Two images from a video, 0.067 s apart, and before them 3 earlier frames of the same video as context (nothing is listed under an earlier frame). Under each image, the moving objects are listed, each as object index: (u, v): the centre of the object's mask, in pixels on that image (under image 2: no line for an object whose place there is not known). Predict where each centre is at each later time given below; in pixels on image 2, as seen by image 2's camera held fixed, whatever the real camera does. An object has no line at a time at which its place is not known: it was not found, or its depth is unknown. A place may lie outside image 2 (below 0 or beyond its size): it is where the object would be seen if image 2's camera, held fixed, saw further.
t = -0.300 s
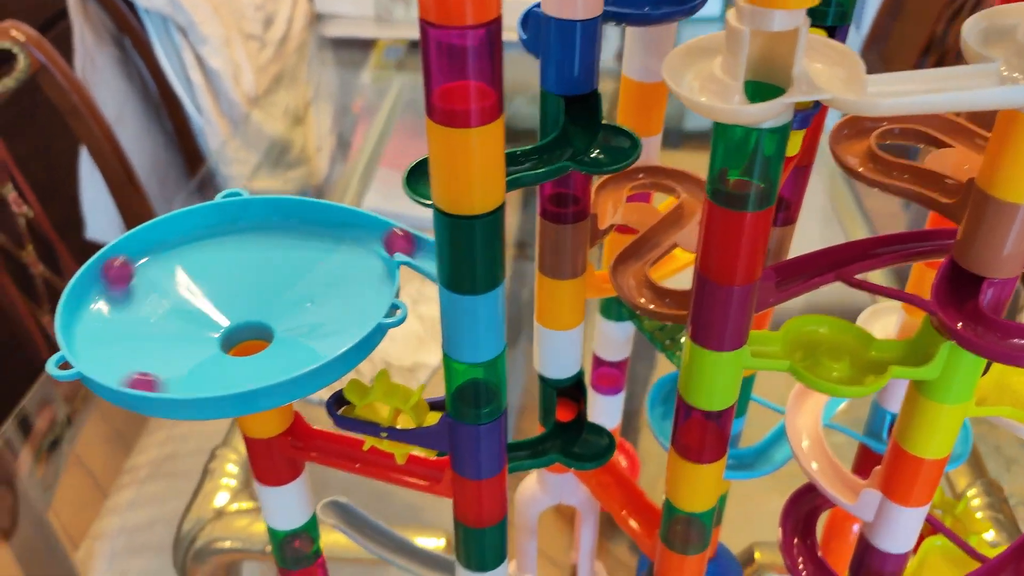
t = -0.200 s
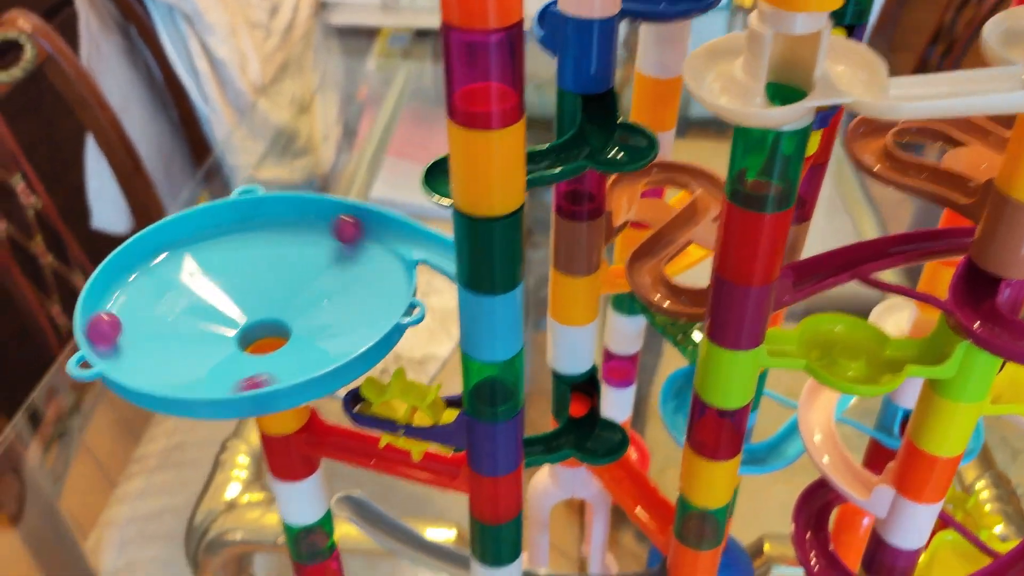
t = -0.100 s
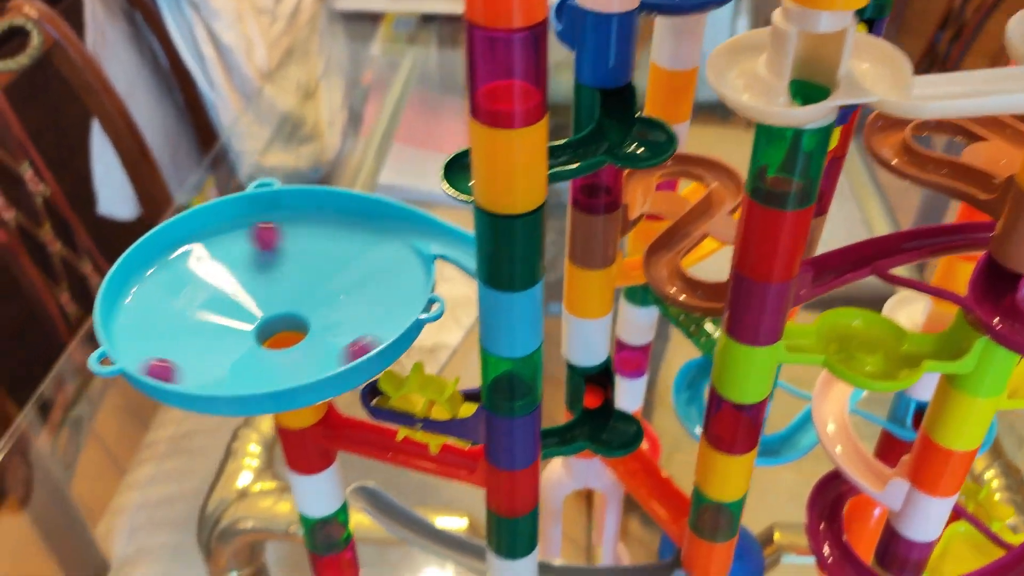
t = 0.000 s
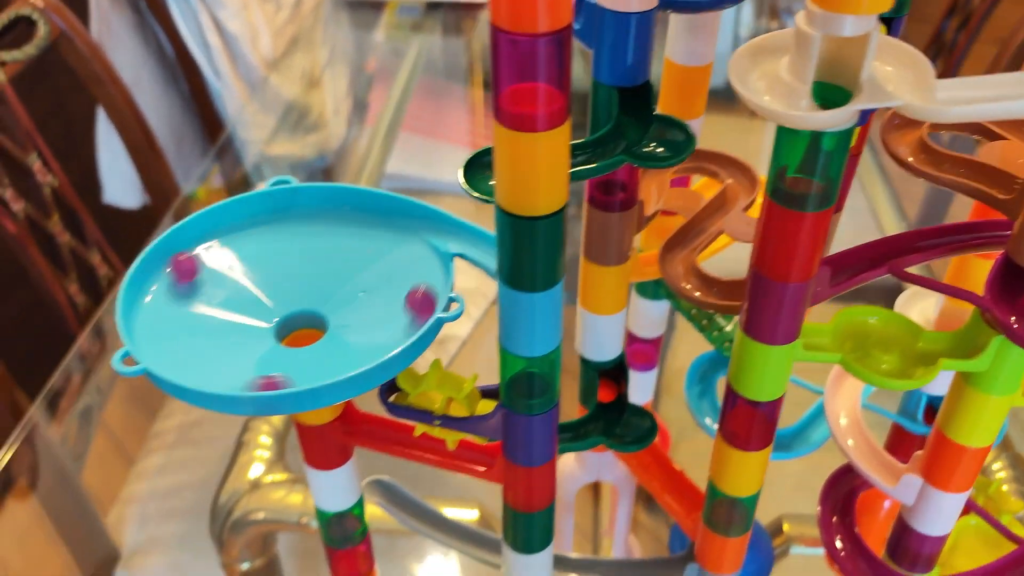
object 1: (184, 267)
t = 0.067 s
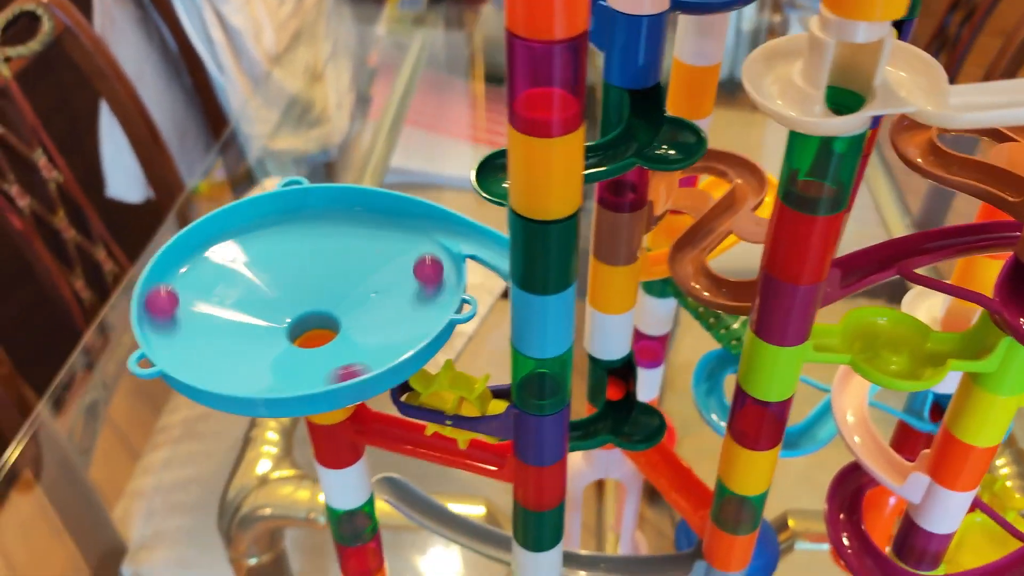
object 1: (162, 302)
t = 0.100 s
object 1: (158, 322)
